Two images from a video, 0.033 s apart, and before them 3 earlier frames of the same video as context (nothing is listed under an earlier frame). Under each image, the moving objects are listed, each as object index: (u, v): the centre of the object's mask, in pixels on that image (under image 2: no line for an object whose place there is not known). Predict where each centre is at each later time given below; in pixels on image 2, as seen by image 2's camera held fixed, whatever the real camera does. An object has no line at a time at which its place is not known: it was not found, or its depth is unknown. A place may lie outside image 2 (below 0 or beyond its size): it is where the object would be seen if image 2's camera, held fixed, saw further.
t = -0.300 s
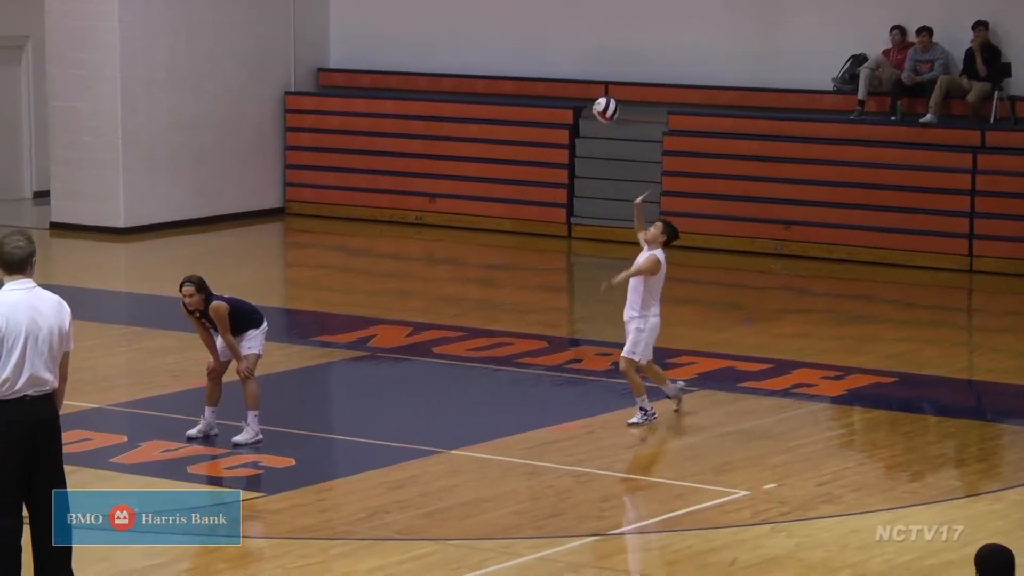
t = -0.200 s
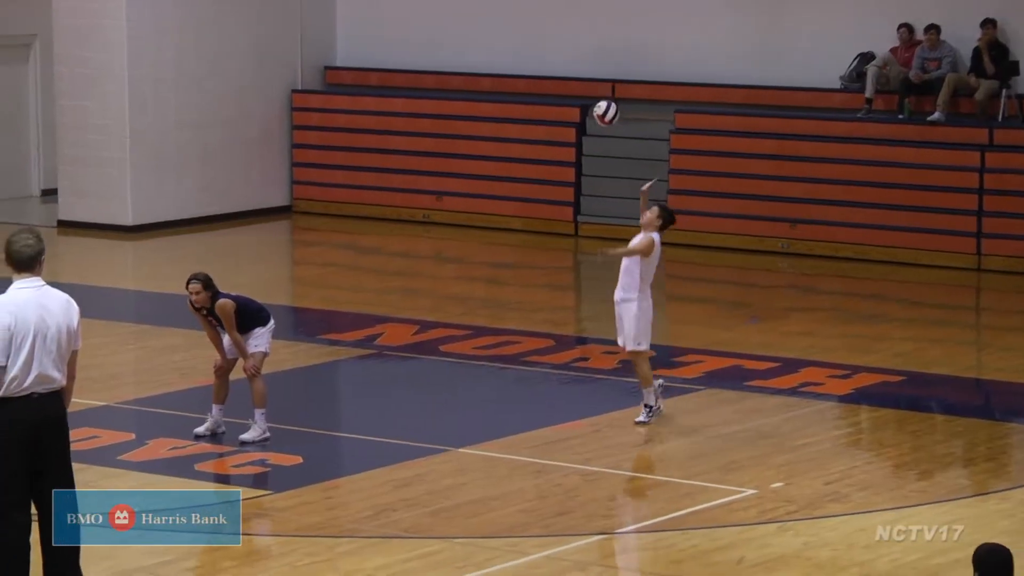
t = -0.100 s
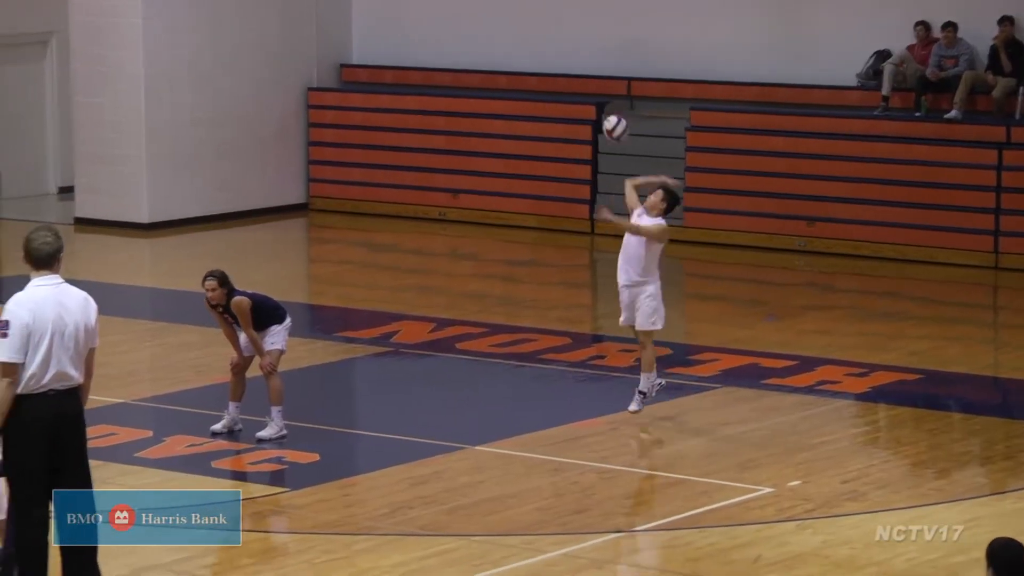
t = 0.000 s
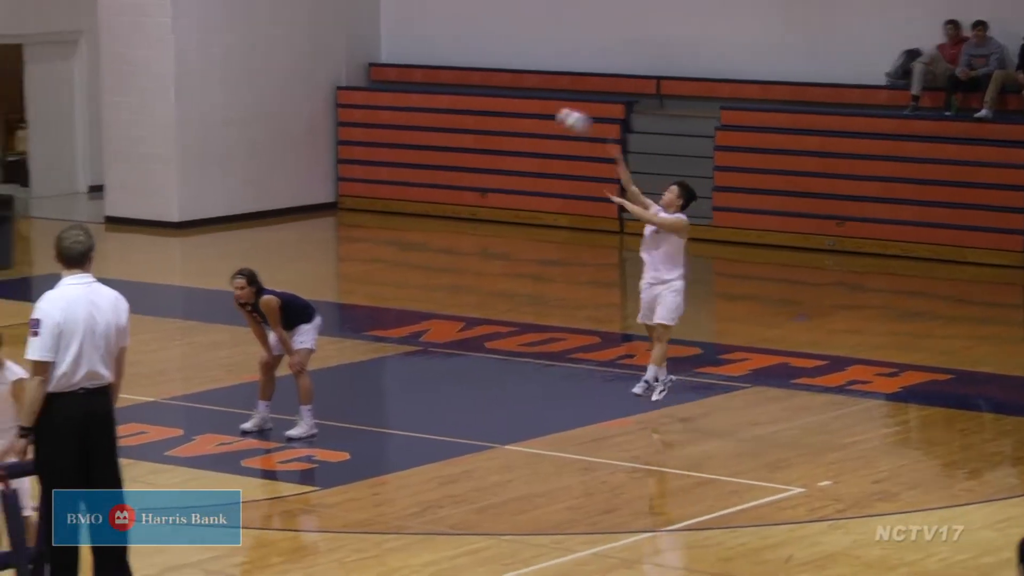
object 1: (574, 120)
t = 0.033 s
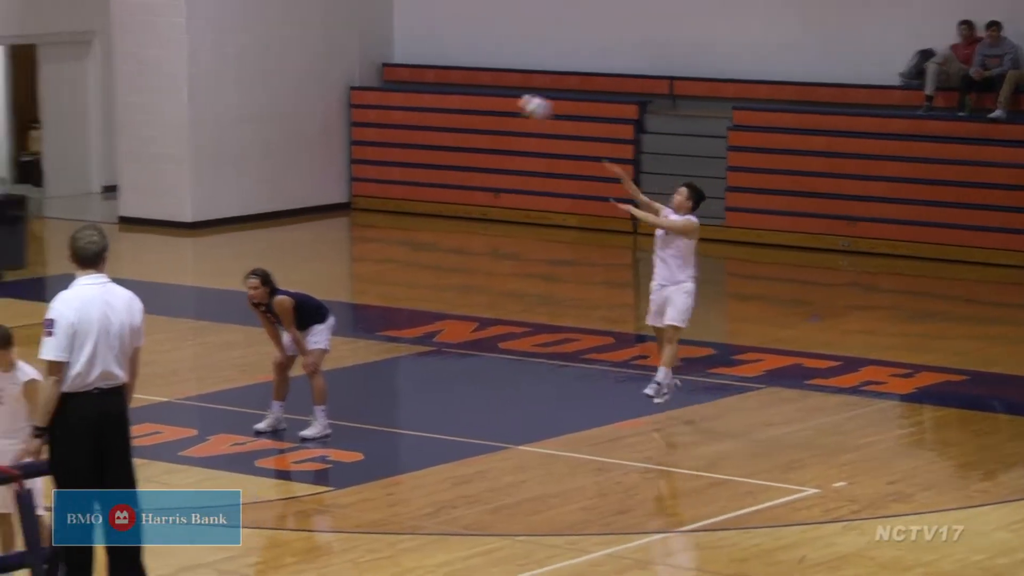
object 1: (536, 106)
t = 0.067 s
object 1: (482, 93)
